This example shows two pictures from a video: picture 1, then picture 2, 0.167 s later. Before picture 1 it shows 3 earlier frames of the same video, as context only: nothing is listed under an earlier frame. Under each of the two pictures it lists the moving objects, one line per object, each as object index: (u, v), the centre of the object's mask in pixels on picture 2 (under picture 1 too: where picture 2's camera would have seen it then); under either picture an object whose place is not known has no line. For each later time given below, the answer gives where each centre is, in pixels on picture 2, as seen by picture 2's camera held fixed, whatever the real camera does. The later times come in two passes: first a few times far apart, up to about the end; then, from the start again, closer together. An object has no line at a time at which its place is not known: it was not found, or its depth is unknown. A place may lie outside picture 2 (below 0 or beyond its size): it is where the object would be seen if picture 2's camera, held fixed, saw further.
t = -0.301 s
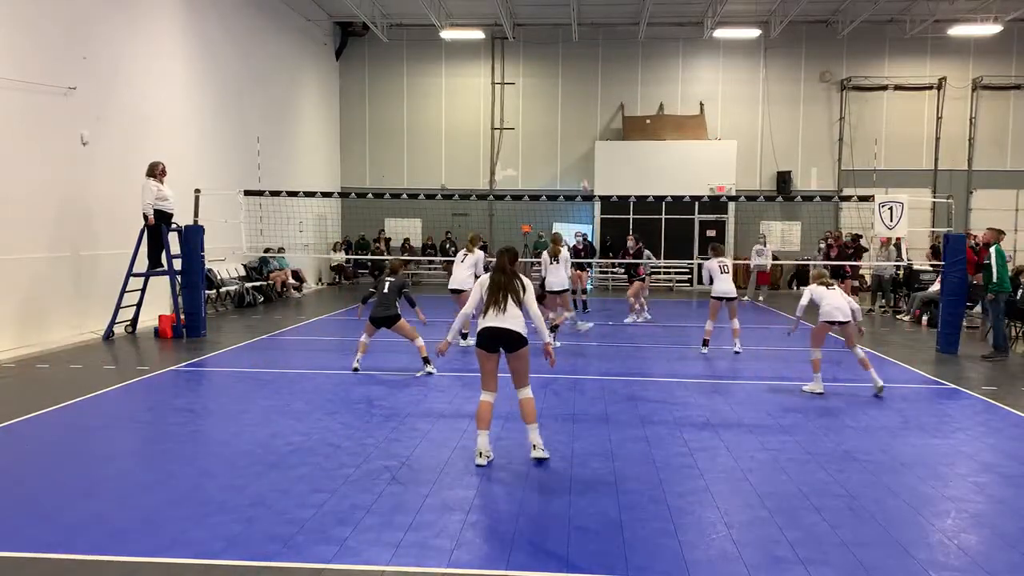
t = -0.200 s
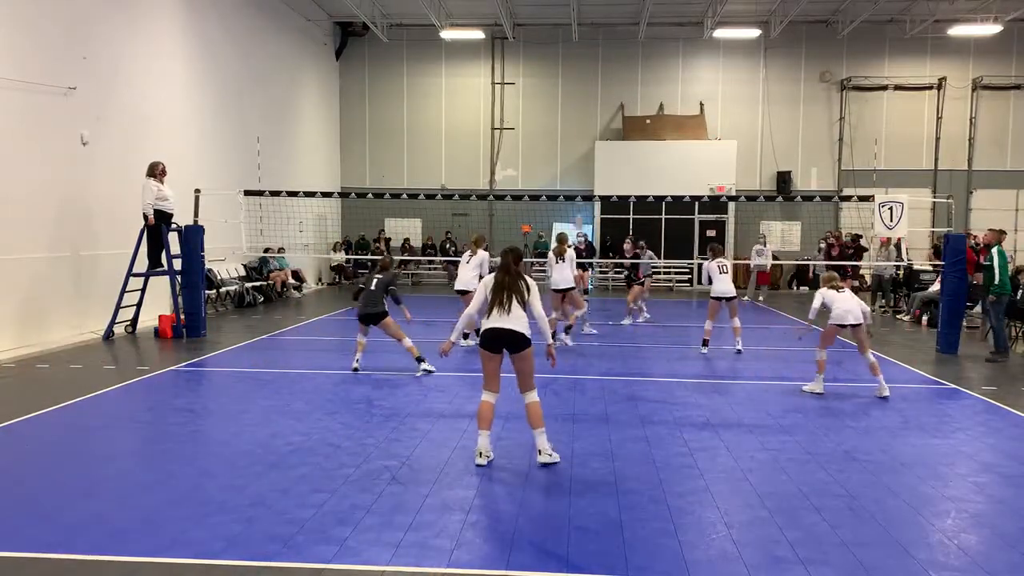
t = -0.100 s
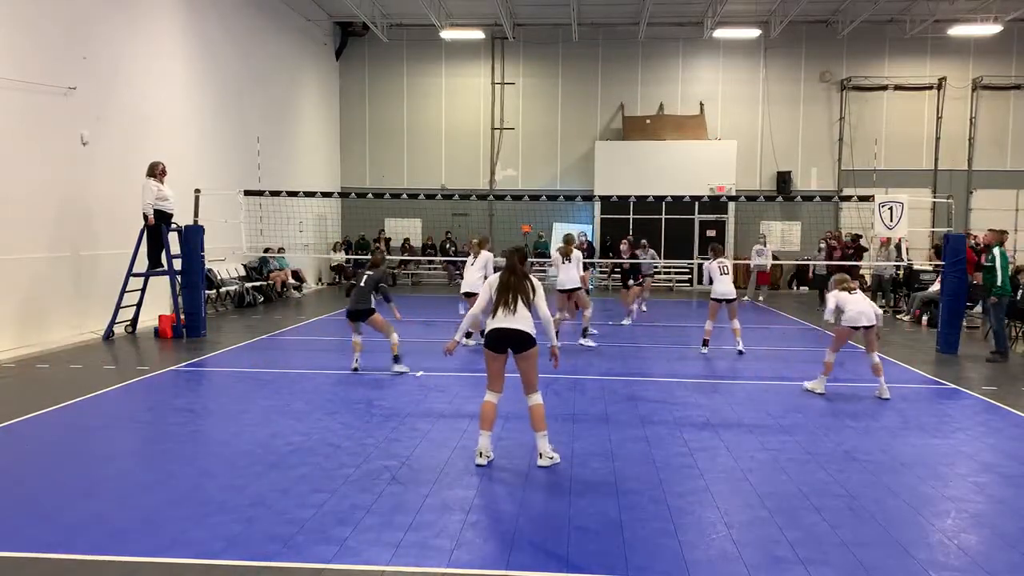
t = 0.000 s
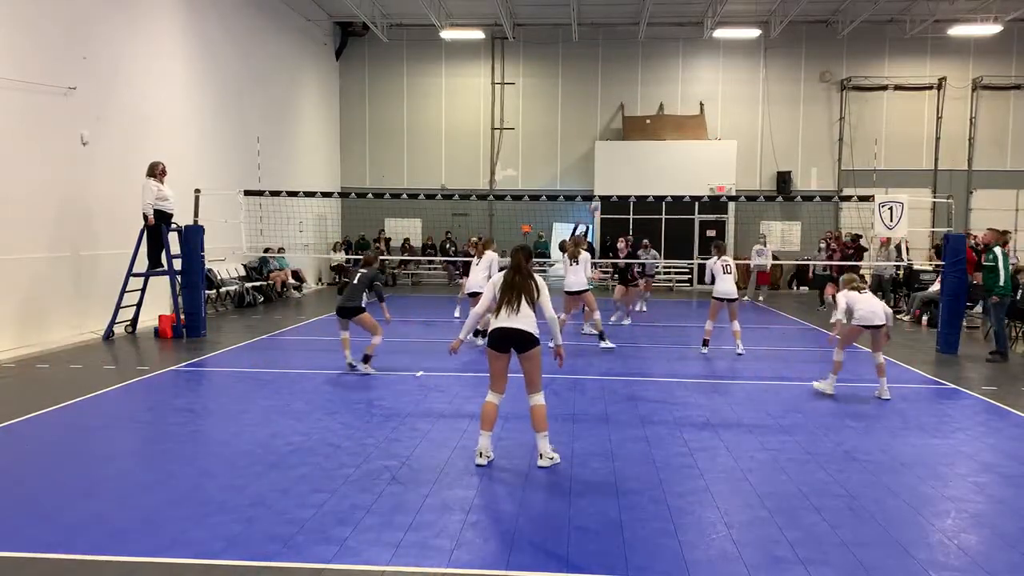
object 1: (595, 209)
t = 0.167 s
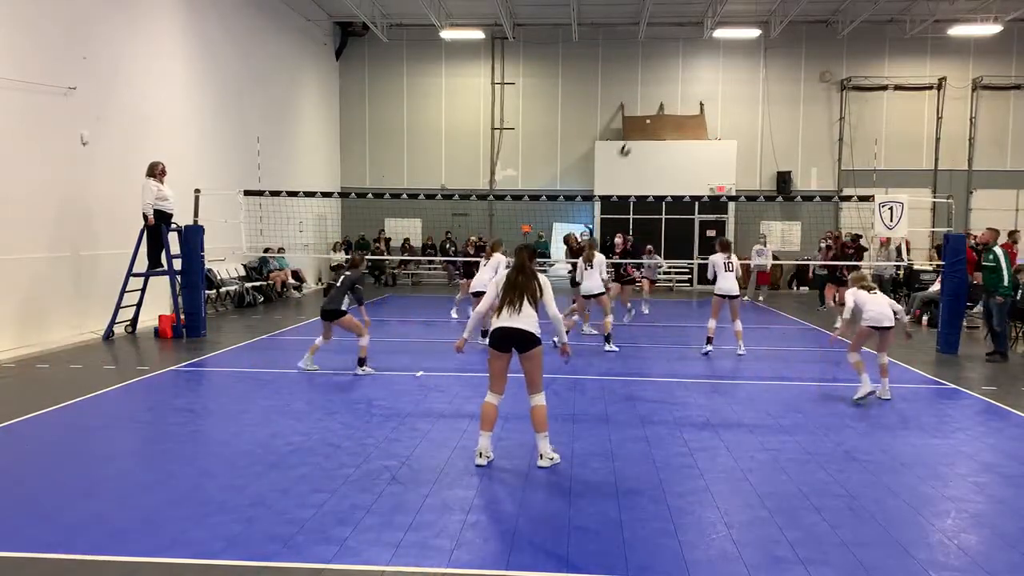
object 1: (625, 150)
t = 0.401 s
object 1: (668, 100)
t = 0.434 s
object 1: (674, 95)
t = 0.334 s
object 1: (655, 110)
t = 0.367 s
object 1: (661, 106)
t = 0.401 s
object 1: (668, 100)
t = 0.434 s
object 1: (674, 95)
